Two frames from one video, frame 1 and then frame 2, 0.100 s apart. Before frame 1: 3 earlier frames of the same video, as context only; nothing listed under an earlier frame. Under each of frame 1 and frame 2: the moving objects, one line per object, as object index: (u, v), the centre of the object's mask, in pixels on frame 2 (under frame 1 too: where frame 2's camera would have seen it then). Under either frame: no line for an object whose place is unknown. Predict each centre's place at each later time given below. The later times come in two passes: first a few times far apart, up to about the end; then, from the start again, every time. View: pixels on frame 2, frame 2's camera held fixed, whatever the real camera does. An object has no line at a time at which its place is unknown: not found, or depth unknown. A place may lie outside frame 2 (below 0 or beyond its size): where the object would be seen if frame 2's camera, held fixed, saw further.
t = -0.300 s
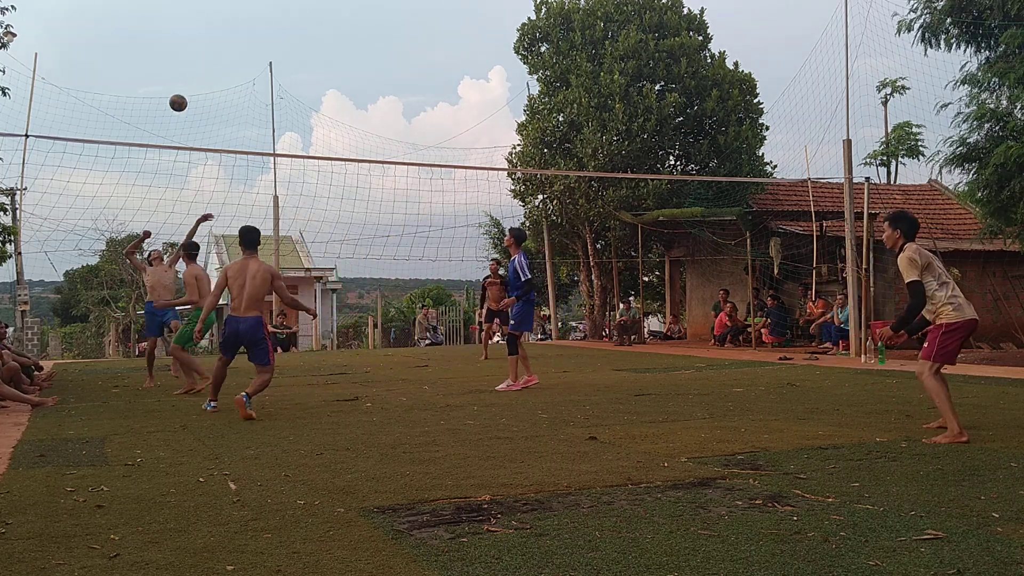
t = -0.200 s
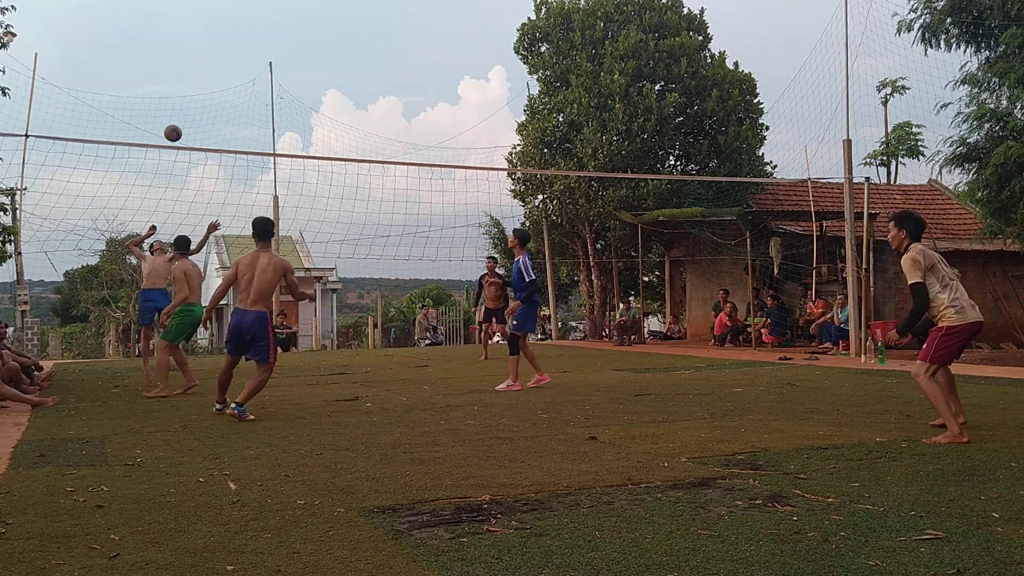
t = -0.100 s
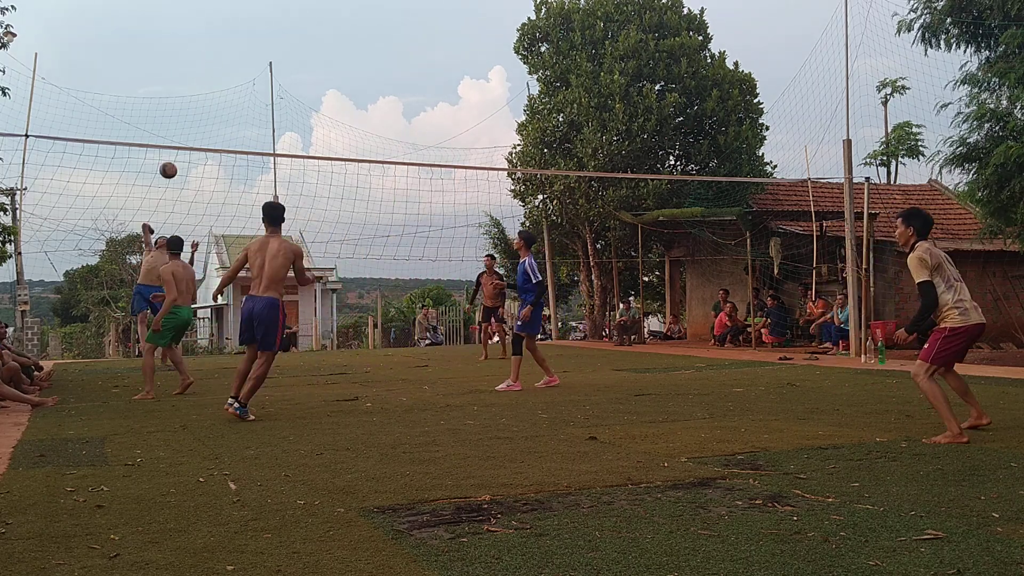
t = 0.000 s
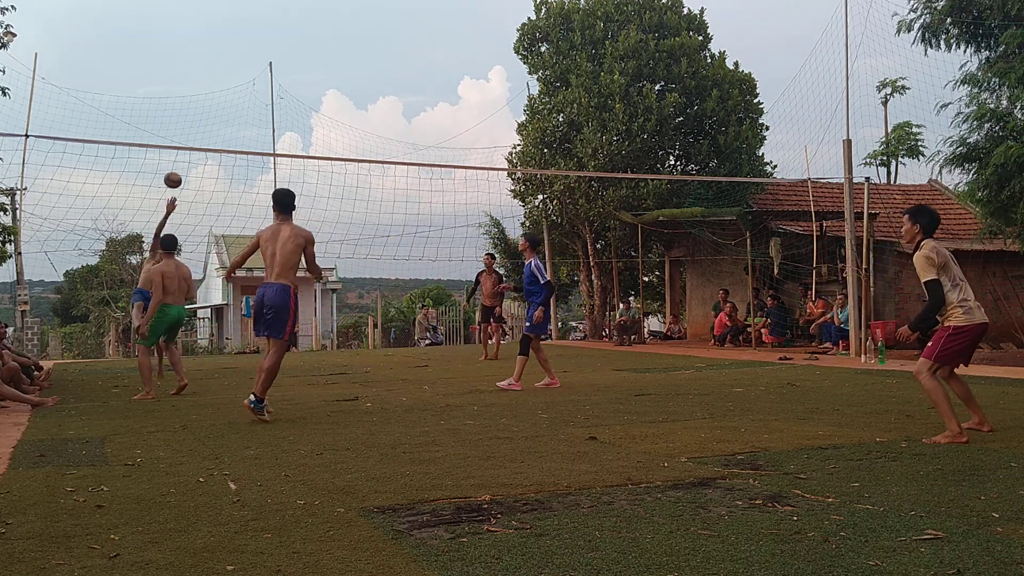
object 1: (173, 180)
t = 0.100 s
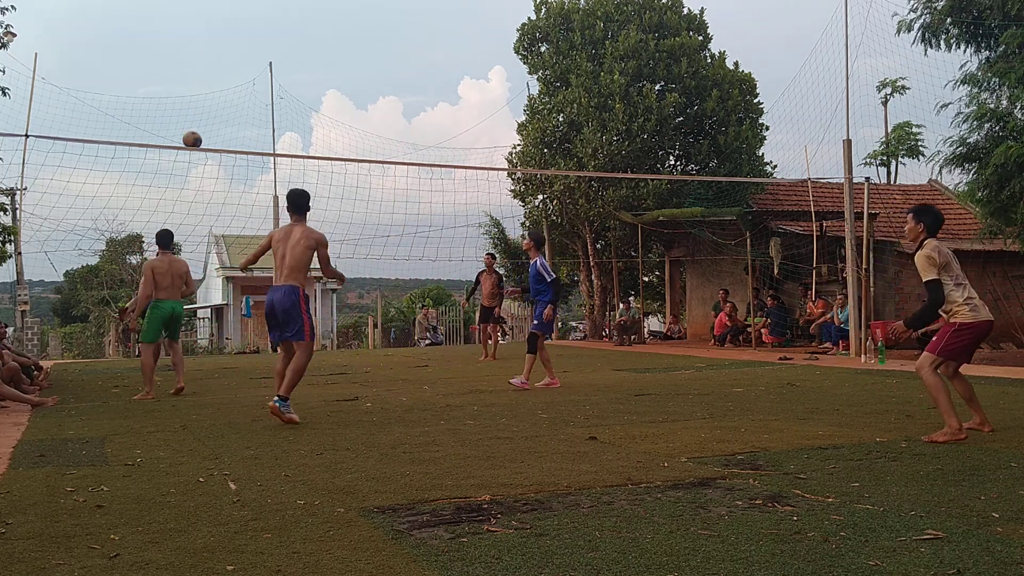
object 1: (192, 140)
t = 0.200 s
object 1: (213, 104)
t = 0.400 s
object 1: (268, 47)
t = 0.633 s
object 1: (368, 22)
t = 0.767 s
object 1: (456, 47)
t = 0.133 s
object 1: (199, 128)
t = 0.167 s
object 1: (206, 116)
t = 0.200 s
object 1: (213, 104)
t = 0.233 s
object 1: (221, 93)
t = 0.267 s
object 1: (229, 83)
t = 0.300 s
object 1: (238, 73)
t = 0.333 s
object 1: (247, 64)
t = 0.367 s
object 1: (257, 55)
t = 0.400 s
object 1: (268, 47)
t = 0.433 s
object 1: (279, 40)
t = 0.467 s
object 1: (291, 34)
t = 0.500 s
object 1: (304, 29)
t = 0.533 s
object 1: (319, 25)
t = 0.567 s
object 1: (334, 23)
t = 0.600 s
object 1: (350, 21)
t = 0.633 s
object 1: (368, 22)
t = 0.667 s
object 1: (387, 25)
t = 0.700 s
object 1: (408, 30)
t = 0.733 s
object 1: (431, 37)
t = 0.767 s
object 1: (456, 47)
